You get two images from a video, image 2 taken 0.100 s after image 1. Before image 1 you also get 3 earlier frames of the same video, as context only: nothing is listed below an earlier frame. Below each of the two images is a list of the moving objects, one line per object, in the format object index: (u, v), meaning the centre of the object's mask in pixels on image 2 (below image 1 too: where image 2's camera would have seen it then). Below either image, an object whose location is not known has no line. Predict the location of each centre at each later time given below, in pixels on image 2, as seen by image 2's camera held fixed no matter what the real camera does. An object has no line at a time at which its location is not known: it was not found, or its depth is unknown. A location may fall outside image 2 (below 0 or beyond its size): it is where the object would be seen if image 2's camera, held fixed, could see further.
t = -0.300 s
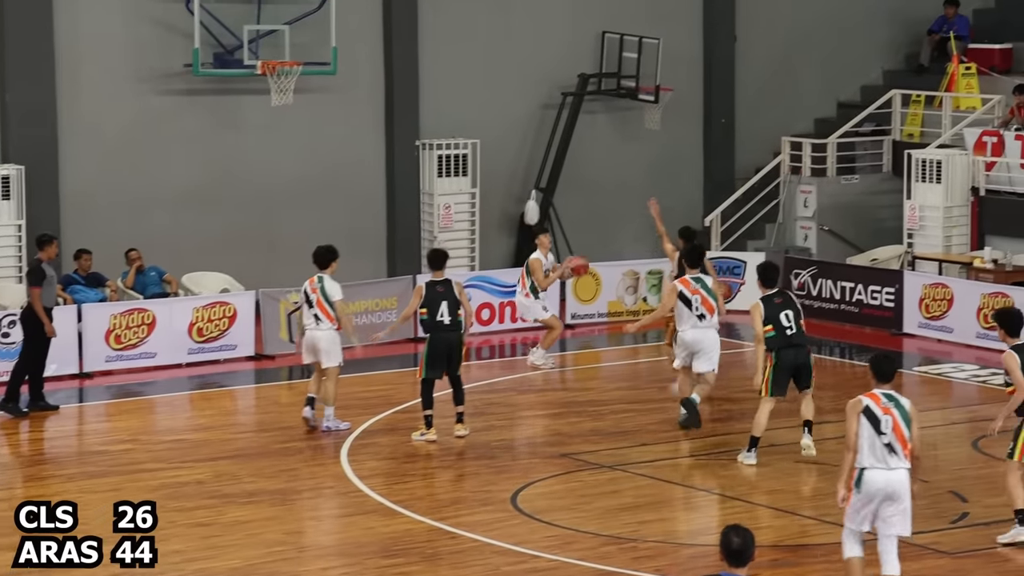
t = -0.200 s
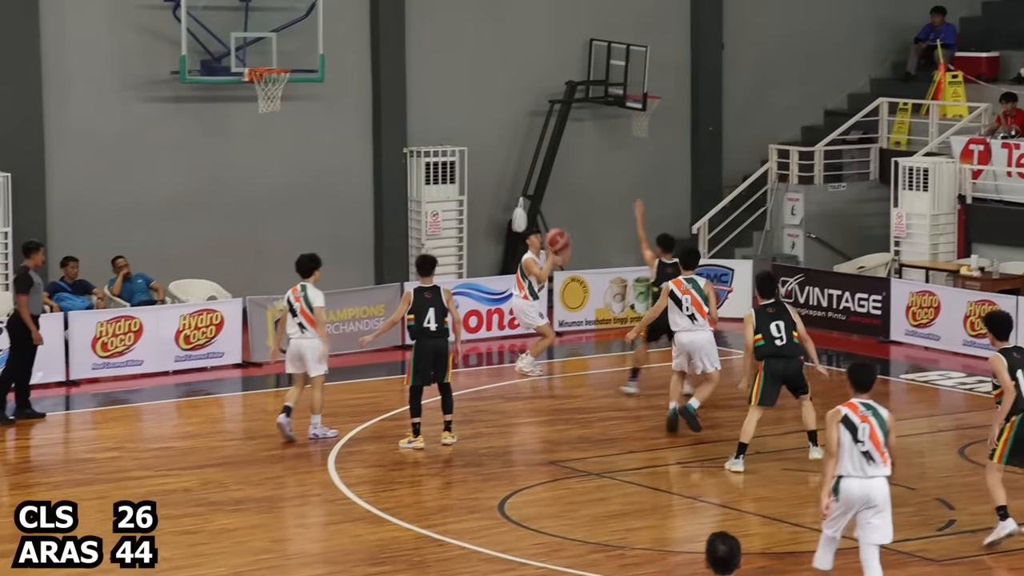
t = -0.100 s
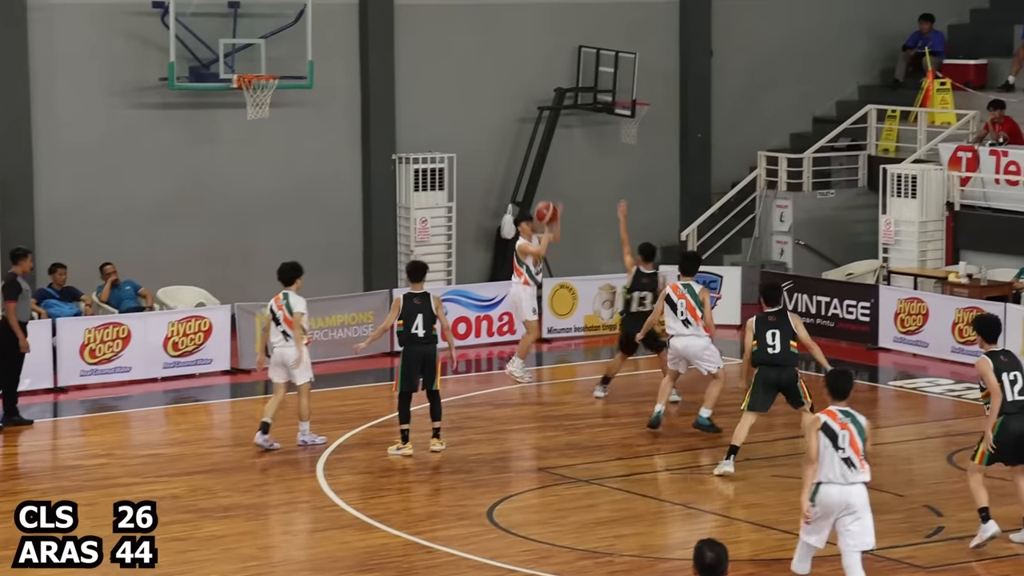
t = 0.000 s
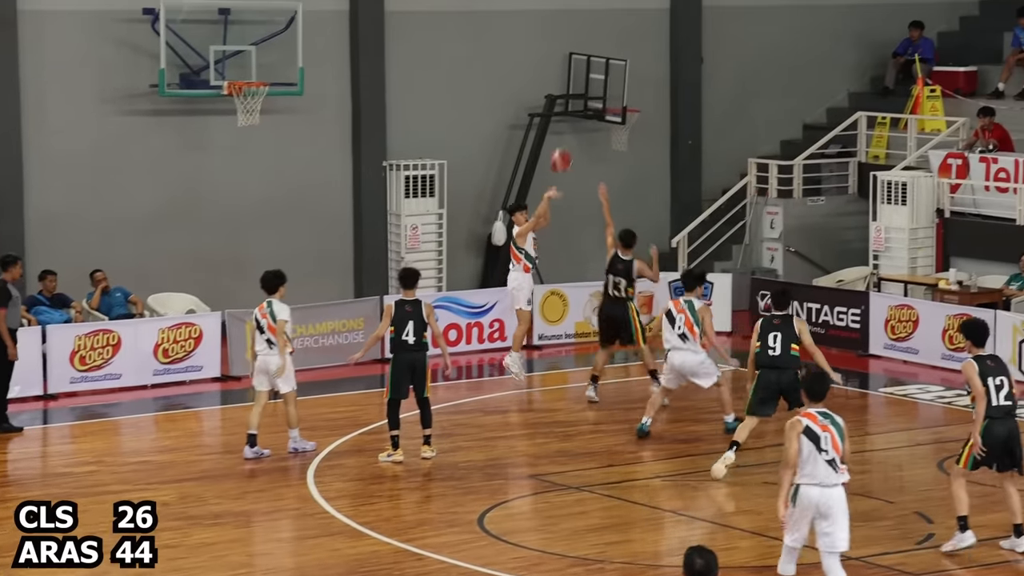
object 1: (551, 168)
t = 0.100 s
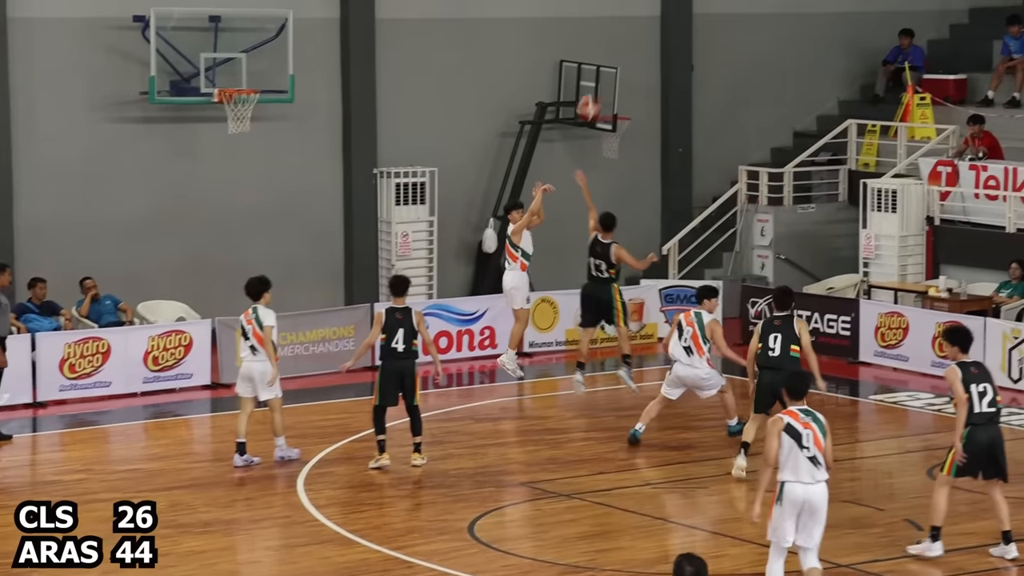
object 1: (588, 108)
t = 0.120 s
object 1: (596, 96)
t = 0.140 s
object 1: (604, 86)
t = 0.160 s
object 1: (611, 76)
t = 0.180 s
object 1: (619, 65)
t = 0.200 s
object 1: (626, 55)
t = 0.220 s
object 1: (633, 45)
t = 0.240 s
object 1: (641, 36)
